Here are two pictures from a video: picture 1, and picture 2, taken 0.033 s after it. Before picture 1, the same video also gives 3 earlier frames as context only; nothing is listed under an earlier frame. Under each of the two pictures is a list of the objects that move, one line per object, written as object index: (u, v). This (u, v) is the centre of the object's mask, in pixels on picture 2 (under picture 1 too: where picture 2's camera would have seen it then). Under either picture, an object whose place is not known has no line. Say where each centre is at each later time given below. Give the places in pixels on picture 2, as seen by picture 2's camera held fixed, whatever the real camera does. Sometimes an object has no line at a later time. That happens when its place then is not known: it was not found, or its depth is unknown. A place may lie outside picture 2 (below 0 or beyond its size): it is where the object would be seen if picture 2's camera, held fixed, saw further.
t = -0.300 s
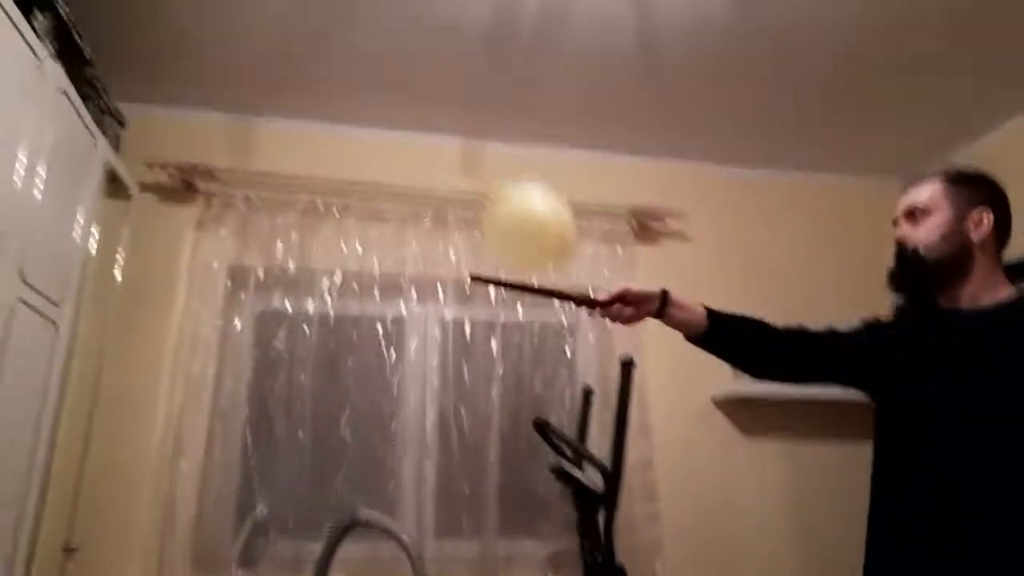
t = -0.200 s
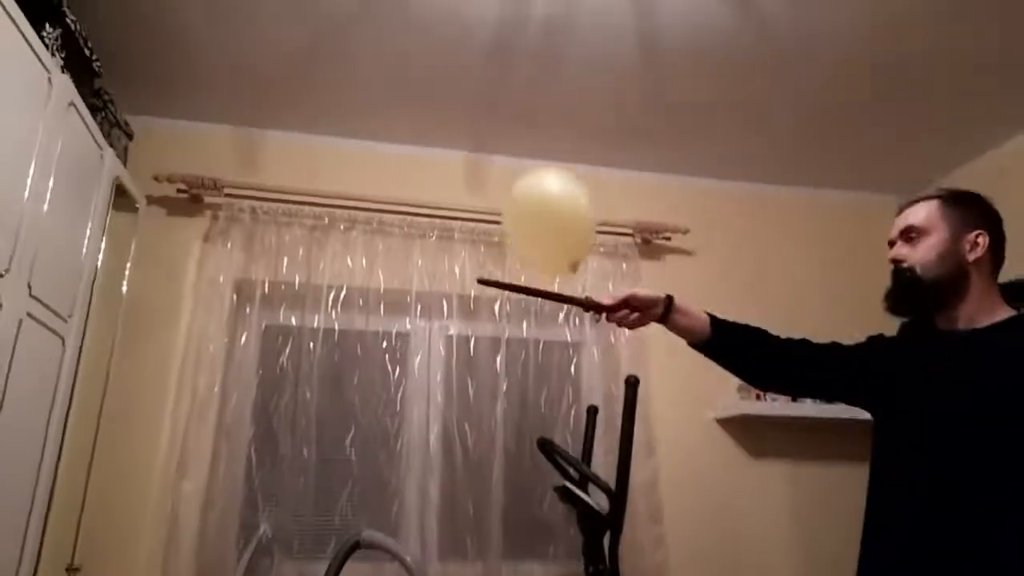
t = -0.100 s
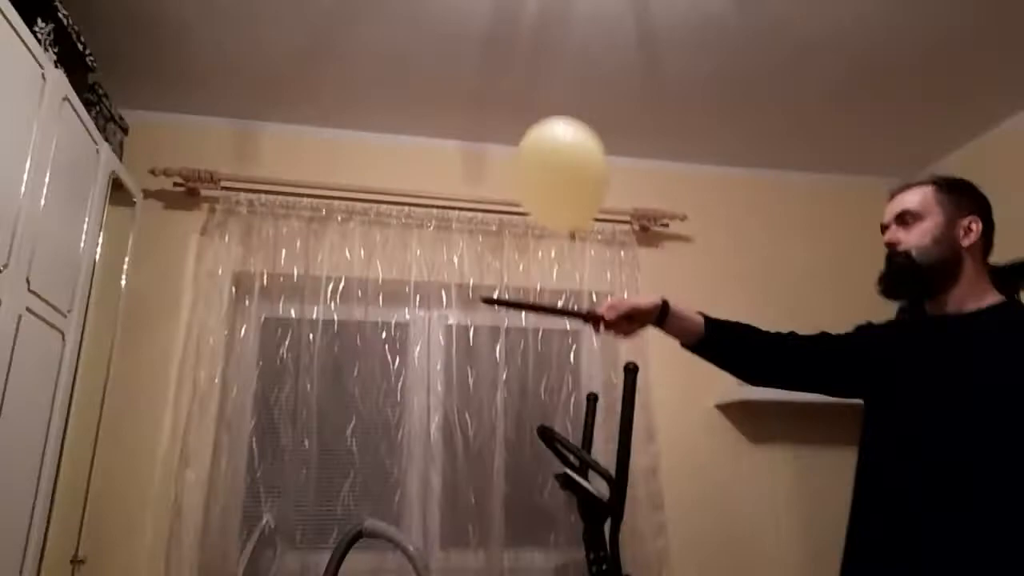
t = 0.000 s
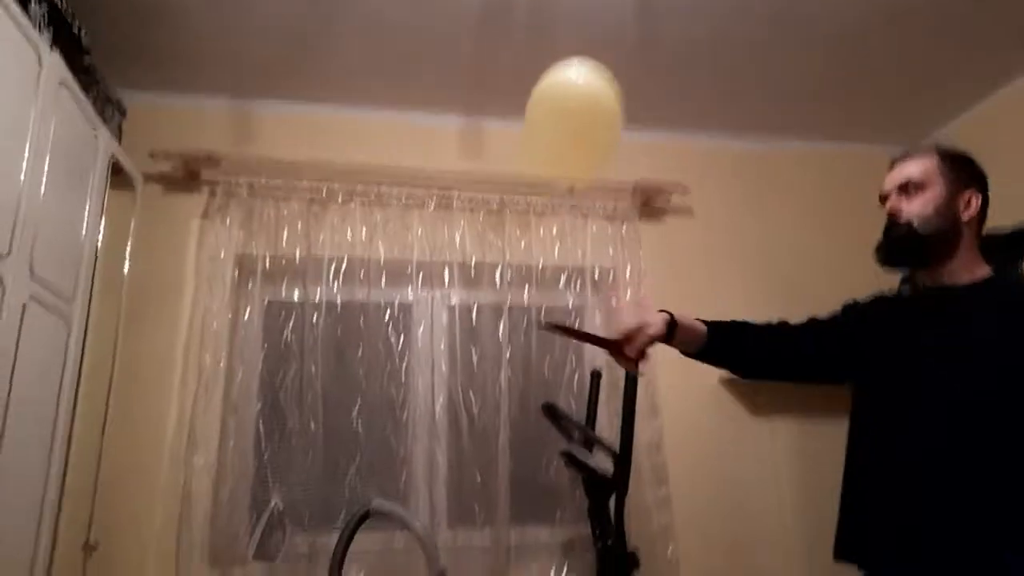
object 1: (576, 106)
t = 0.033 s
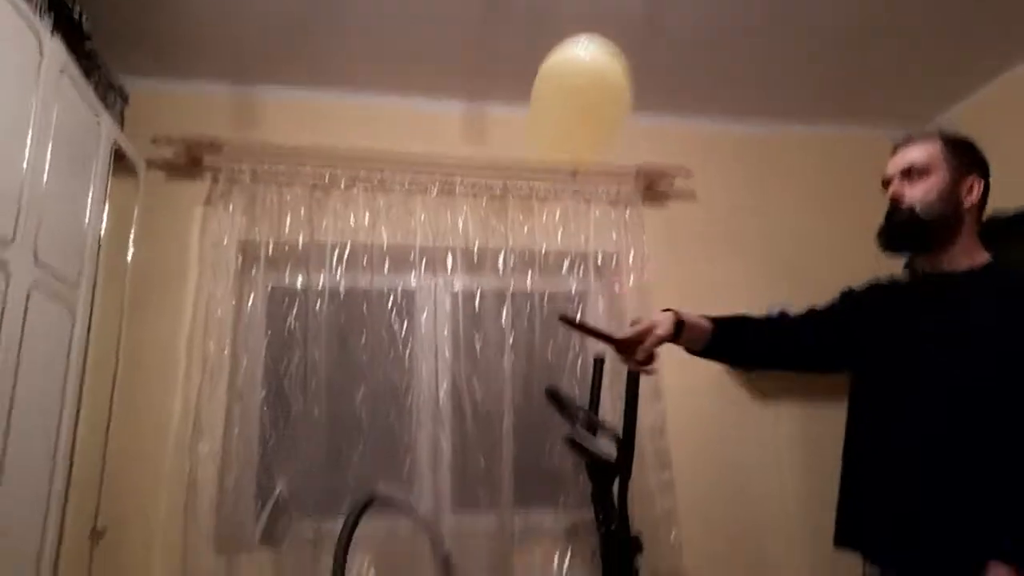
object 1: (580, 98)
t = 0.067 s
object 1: (586, 95)
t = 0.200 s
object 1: (600, 89)
